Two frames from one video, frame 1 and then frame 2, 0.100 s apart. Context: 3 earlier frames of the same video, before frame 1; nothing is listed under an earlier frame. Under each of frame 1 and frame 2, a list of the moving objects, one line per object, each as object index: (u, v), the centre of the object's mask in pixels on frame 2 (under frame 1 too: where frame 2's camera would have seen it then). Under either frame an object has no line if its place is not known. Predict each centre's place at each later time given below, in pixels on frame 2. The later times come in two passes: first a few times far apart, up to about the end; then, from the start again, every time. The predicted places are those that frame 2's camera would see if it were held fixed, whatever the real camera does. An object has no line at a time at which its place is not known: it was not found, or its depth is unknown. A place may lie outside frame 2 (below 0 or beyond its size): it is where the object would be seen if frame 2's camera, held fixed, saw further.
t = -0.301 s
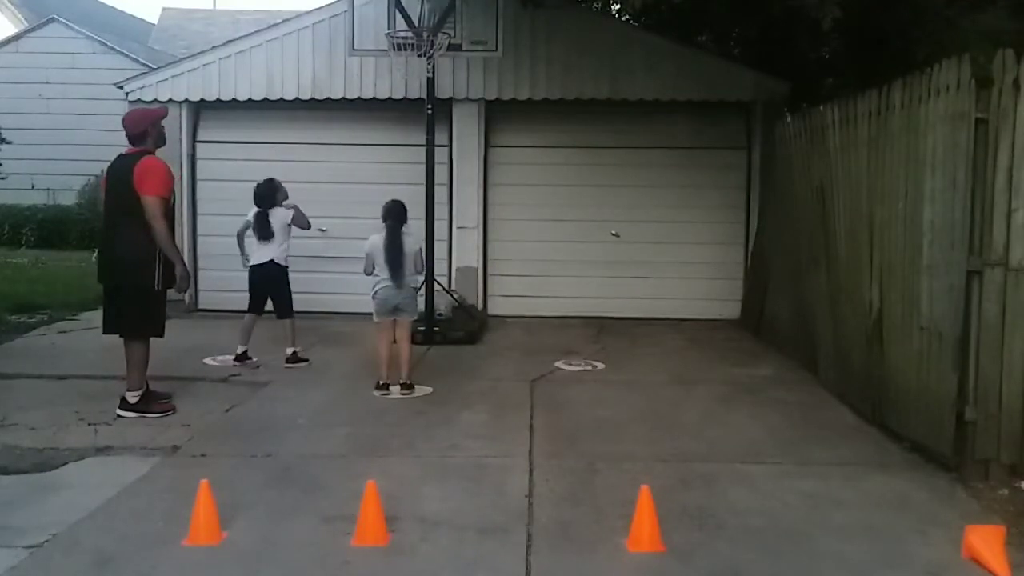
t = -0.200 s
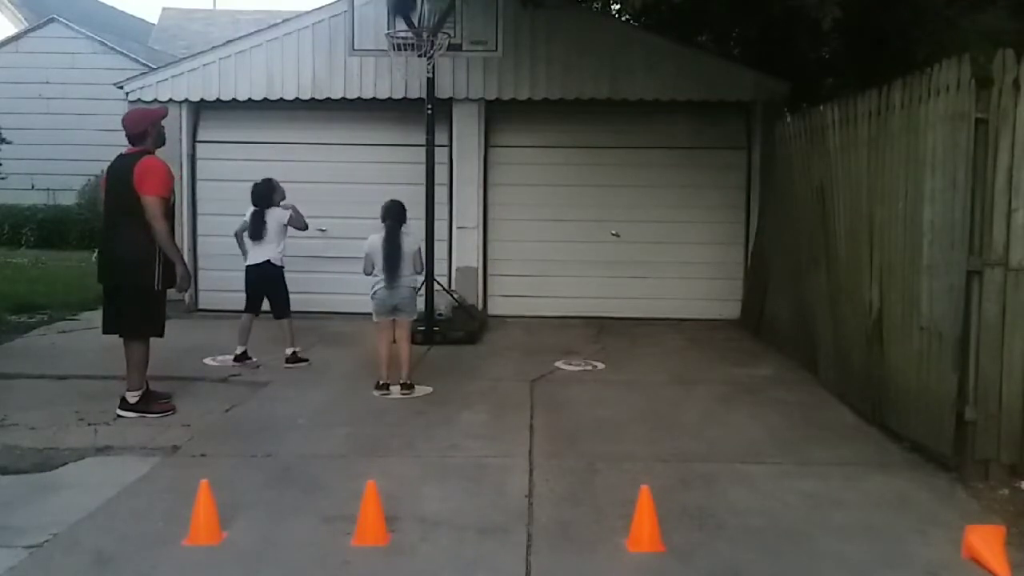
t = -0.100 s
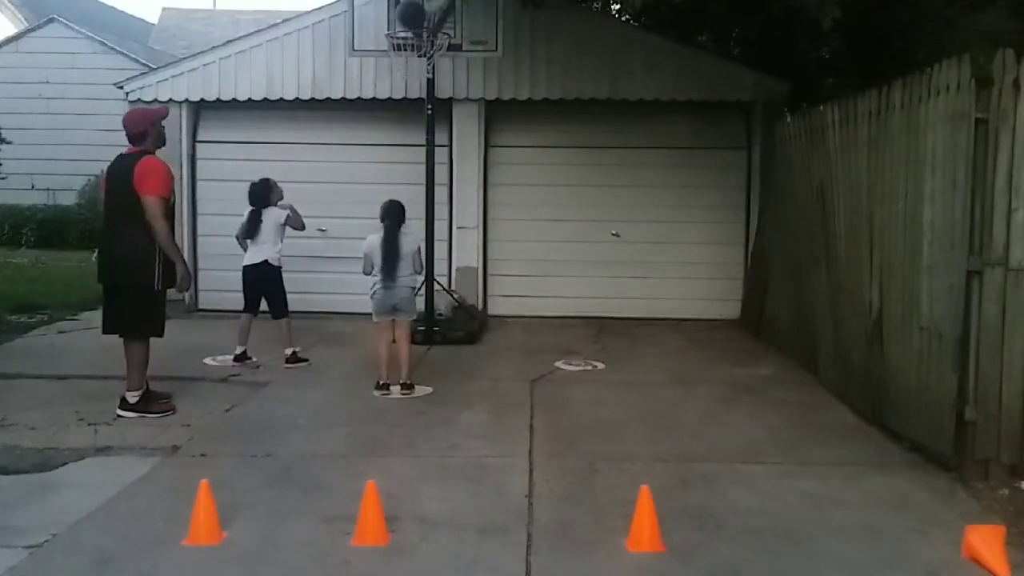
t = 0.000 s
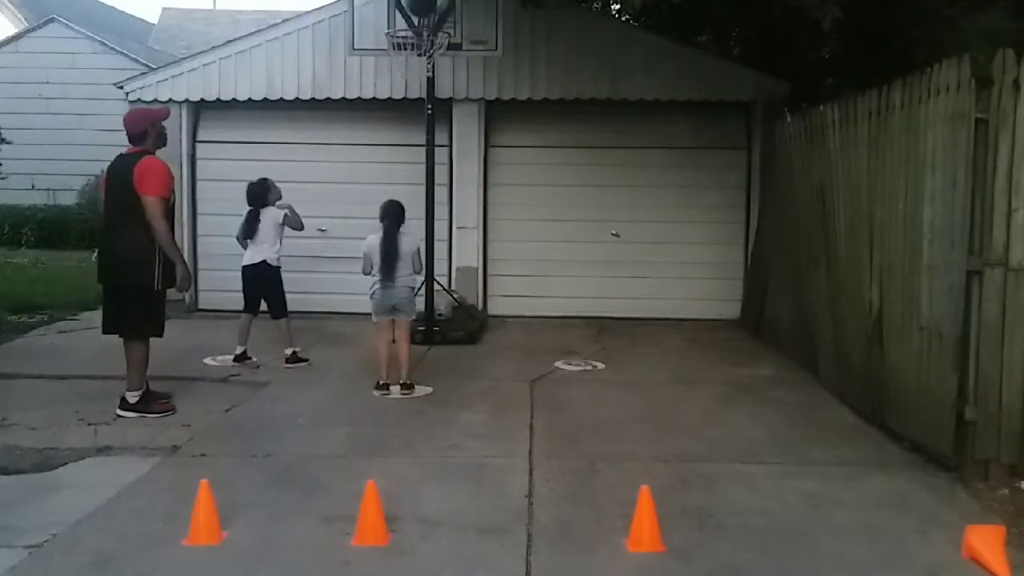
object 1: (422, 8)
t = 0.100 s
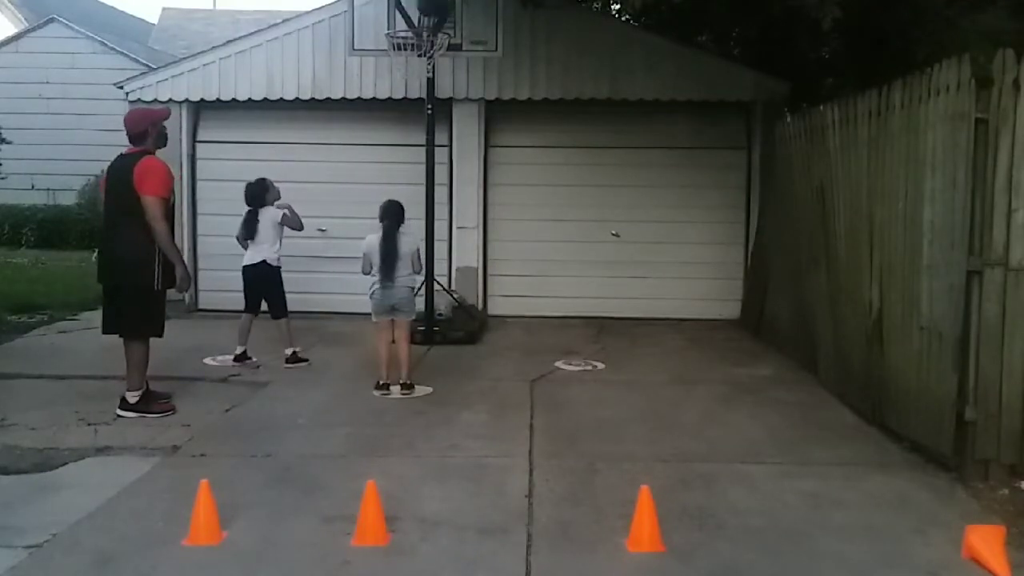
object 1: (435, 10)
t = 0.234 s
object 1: (447, 22)
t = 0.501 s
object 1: (474, 142)
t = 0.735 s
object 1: (502, 336)
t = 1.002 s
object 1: (531, 230)
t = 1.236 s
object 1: (559, 156)
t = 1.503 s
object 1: (592, 174)
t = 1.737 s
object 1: (621, 294)
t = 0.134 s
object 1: (436, 13)
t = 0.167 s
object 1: (438, 14)
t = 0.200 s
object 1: (443, 16)
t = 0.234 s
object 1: (447, 22)
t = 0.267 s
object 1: (449, 30)
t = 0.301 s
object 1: (453, 43)
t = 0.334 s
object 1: (458, 57)
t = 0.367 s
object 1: (461, 71)
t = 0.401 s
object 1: (465, 87)
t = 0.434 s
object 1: (469, 103)
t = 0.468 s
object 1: (471, 123)
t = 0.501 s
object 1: (474, 142)
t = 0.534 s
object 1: (479, 165)
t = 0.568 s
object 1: (483, 189)
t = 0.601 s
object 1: (487, 215)
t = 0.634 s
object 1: (490, 240)
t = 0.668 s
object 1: (494, 266)
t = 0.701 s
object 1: (498, 294)
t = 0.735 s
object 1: (502, 336)
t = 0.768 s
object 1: (504, 361)
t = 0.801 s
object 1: (509, 361)
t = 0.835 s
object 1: (512, 334)
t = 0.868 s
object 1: (516, 309)
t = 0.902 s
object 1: (520, 286)
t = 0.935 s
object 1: (524, 267)
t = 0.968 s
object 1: (528, 248)
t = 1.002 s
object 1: (531, 230)
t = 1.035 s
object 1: (536, 215)
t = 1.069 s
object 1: (539, 201)
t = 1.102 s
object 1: (543, 188)
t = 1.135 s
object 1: (547, 177)
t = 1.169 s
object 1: (551, 169)
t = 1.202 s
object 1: (555, 162)
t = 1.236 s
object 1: (559, 156)
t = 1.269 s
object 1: (563, 152)
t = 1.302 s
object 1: (567, 150)
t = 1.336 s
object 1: (571, 149)
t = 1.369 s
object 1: (576, 150)
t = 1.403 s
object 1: (580, 153)
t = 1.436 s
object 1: (583, 158)
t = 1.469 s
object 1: (588, 165)
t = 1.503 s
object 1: (592, 174)
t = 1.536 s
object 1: (596, 187)
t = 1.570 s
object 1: (600, 199)
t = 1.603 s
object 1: (605, 214)
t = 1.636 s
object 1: (608, 231)
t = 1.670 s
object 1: (613, 252)
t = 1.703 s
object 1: (617, 273)
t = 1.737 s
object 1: (621, 294)
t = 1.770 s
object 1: (626, 324)
